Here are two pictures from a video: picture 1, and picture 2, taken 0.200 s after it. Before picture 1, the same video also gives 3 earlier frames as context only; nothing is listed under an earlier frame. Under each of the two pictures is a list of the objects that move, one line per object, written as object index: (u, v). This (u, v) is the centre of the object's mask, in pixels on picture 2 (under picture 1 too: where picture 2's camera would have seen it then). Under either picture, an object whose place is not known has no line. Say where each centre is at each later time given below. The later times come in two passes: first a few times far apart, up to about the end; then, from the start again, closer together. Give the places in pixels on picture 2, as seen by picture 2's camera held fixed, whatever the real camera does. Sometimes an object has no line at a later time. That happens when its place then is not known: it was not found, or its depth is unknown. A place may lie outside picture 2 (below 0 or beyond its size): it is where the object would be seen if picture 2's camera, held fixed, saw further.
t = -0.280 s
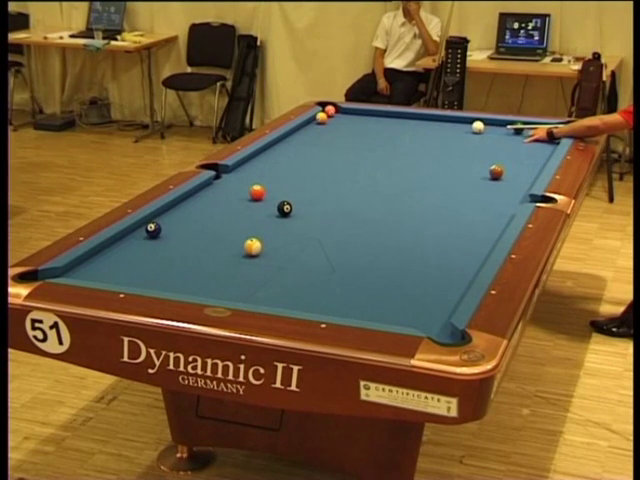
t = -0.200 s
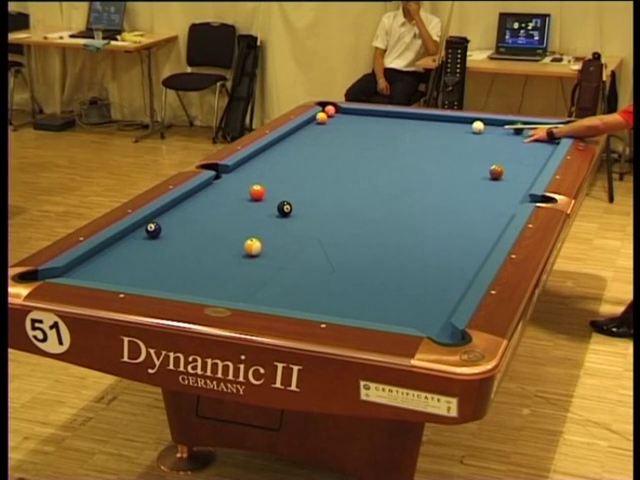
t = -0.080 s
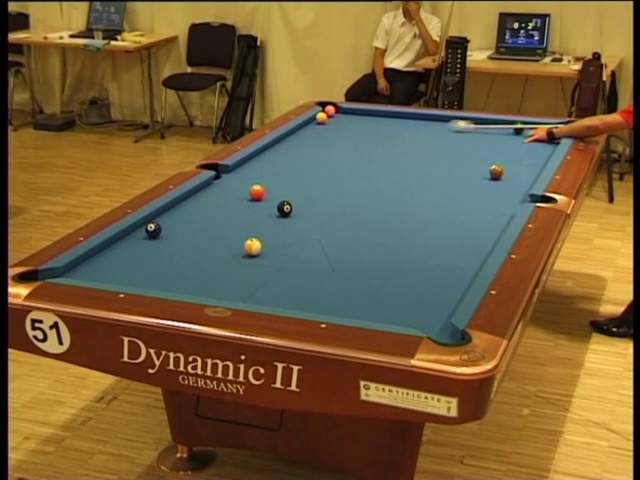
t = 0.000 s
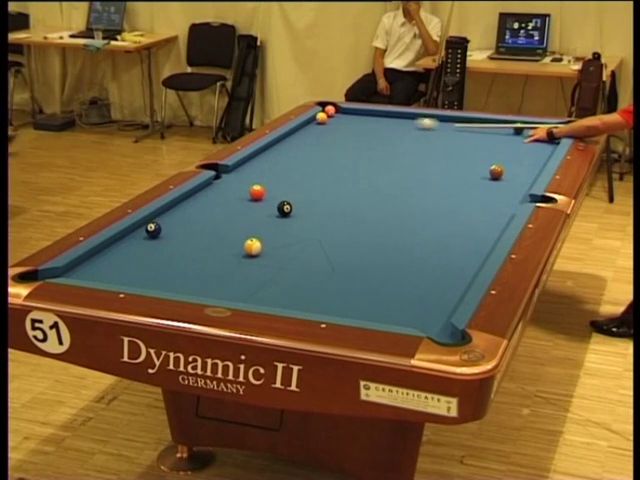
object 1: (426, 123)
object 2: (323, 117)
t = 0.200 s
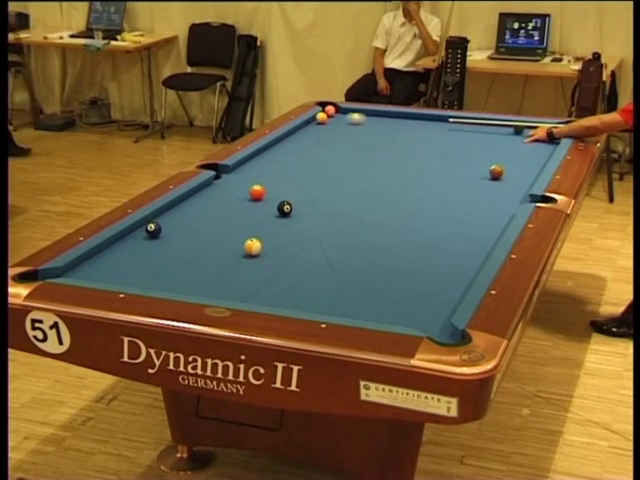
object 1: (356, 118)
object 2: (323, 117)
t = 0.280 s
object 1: (334, 116)
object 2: (322, 117)
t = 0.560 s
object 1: (356, 114)
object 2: (321, 123)
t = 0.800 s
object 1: (387, 114)
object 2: (327, 128)
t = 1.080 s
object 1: (419, 116)
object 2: (335, 133)
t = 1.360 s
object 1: (449, 120)
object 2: (342, 138)
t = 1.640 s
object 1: (480, 124)
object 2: (349, 143)
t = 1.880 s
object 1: (506, 128)
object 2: (355, 147)
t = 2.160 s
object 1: (516, 132)
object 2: (362, 152)
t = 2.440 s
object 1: (526, 136)
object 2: (368, 156)
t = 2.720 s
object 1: (535, 141)
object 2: (374, 160)
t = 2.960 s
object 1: (542, 144)
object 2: (379, 163)
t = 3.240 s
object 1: (550, 147)
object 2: (385, 167)
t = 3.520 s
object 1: (545, 150)
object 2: (390, 169)
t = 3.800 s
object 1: (538, 152)
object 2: (394, 173)
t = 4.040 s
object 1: (534, 153)
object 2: (399, 175)
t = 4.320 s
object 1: (529, 155)
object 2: (403, 177)
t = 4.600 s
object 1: (525, 156)
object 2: (406, 179)
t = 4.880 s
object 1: (521, 157)
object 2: (409, 180)
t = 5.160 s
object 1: (519, 158)
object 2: (410, 181)
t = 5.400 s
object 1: (517, 158)
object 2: (411, 182)
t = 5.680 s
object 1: (516, 158)
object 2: (412, 182)
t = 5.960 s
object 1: (516, 158)
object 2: (412, 183)
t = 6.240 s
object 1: (516, 158)
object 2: (412, 183)
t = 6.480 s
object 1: (516, 158)
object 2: (412, 182)
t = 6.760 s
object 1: (516, 158)
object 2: (412, 183)
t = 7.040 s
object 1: (516, 158)
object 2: (412, 183)
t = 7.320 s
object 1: (516, 158)
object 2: (412, 183)
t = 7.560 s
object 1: (516, 158)
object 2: (412, 182)
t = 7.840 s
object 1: (516, 158)
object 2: (412, 182)
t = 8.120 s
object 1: (516, 158)
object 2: (412, 182)
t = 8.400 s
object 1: (516, 158)
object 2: (412, 182)
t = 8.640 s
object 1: (516, 158)
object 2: (412, 182)
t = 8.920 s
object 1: (516, 158)
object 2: (412, 183)
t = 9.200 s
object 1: (516, 158)
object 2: (412, 182)
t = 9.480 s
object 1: (516, 158)
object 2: (412, 183)
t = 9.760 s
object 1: (516, 158)
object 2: (412, 183)
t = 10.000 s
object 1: (516, 158)
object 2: (412, 183)
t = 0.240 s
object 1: (344, 117)
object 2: (322, 117)
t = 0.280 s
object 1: (334, 116)
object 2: (322, 117)
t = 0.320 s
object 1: (327, 115)
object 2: (316, 118)
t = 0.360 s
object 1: (325, 114)
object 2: (316, 119)
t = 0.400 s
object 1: (333, 114)
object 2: (317, 120)
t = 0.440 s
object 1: (340, 114)
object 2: (318, 121)
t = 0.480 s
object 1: (345, 114)
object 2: (319, 122)
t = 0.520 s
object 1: (351, 114)
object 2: (320, 123)
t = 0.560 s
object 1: (356, 114)
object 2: (321, 123)
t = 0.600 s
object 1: (361, 114)
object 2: (322, 124)
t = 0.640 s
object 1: (366, 114)
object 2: (323, 125)
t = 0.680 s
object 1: (372, 114)
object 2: (325, 126)
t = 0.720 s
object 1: (377, 114)
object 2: (325, 126)
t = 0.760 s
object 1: (382, 114)
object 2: (326, 127)
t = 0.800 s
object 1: (387, 114)
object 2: (327, 128)
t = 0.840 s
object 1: (392, 114)
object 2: (329, 128)
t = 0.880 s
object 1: (397, 114)
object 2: (330, 129)
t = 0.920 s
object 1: (402, 114)
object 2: (331, 130)
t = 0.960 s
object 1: (406, 115)
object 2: (332, 131)
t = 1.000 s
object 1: (410, 115)
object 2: (333, 131)
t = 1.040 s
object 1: (415, 116)
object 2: (334, 132)
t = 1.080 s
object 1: (419, 116)
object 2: (335, 133)
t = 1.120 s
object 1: (424, 117)
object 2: (336, 134)
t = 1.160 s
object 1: (428, 118)
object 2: (337, 134)
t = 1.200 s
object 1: (432, 118)
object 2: (338, 135)
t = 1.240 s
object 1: (436, 119)
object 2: (339, 136)
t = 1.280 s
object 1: (441, 119)
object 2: (341, 137)
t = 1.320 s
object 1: (445, 120)
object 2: (342, 137)
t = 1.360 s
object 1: (449, 120)
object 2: (342, 138)
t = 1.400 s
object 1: (454, 121)
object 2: (343, 139)
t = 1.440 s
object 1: (458, 121)
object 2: (344, 139)
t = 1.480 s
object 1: (463, 122)
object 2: (345, 140)
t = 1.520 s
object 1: (467, 123)
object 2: (347, 141)
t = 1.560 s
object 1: (471, 123)
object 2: (348, 142)
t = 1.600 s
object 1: (476, 124)
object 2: (348, 142)
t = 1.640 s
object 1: (480, 124)
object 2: (349, 143)
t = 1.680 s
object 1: (484, 125)
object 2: (350, 144)
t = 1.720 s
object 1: (488, 126)
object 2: (351, 145)
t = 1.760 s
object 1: (493, 126)
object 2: (352, 145)
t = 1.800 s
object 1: (497, 127)
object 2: (353, 146)
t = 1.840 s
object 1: (502, 127)
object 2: (354, 147)
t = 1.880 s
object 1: (506, 128)
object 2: (355, 147)
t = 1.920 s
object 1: (507, 128)
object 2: (356, 148)
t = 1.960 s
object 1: (509, 129)
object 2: (357, 148)
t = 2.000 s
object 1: (510, 130)
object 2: (358, 149)
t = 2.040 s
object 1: (512, 130)
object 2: (359, 150)
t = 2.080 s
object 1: (513, 131)
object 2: (360, 150)
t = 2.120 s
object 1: (515, 131)
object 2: (361, 151)
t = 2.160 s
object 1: (516, 132)
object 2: (362, 152)
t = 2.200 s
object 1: (517, 133)
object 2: (363, 152)
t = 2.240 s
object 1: (519, 133)
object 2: (364, 153)
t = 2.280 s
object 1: (520, 134)
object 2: (365, 154)
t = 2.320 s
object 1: (521, 135)
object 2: (366, 154)
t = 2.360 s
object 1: (523, 135)
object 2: (367, 155)
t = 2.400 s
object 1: (524, 136)
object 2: (367, 155)
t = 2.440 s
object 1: (526, 136)
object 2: (368, 156)
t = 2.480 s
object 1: (527, 137)
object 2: (369, 157)
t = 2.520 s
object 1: (528, 138)
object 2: (370, 157)
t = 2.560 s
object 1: (530, 138)
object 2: (371, 158)
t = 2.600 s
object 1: (531, 139)
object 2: (371, 158)
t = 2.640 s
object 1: (532, 139)
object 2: (372, 159)
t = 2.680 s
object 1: (534, 140)
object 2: (373, 160)
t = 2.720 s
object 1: (535, 141)
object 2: (374, 160)
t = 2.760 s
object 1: (536, 141)
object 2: (375, 161)
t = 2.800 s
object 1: (537, 142)
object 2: (375, 161)
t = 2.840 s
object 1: (539, 142)
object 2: (376, 162)
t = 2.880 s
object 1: (540, 143)
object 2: (377, 162)
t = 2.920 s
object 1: (541, 143)
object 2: (378, 163)
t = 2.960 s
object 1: (542, 144)
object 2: (379, 163)
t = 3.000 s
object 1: (544, 145)
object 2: (380, 164)
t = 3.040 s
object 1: (545, 145)
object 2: (381, 164)
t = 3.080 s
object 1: (546, 146)
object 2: (381, 165)
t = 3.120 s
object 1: (547, 146)
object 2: (382, 165)
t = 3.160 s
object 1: (548, 147)
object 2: (383, 166)
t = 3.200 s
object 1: (549, 147)
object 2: (384, 166)
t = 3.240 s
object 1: (550, 147)
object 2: (385, 167)
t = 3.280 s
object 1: (550, 148)
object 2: (385, 167)
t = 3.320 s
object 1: (550, 148)
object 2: (386, 167)
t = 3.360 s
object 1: (549, 149)
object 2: (387, 168)
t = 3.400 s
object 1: (548, 149)
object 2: (388, 168)
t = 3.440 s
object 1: (547, 149)
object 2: (388, 169)
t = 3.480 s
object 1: (546, 150)
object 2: (389, 169)
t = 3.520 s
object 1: (545, 150)
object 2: (390, 169)
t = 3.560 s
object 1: (544, 150)
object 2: (391, 170)
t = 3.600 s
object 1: (543, 151)
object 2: (391, 170)
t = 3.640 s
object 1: (542, 151)
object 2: (392, 171)
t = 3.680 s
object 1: (541, 151)
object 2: (392, 171)
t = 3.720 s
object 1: (540, 151)
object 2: (393, 172)
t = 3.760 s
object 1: (539, 152)
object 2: (394, 172)
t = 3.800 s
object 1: (538, 152)
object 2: (394, 173)
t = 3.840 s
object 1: (538, 152)
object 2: (395, 173)
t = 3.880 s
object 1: (537, 152)
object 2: (396, 174)
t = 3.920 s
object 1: (536, 153)
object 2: (396, 174)
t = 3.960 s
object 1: (535, 153)
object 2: (397, 174)
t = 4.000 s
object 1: (534, 153)
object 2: (398, 175)
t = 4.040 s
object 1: (534, 153)
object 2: (399, 175)
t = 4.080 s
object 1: (533, 154)
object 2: (399, 175)
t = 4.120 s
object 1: (532, 154)
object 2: (400, 176)
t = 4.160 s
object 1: (531, 154)
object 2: (400, 176)
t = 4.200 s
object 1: (531, 154)
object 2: (401, 176)
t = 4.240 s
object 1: (530, 155)
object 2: (402, 176)
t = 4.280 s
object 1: (529, 155)
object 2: (402, 177)
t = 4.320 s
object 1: (529, 155)
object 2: (403, 177)
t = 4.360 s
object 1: (528, 155)
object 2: (403, 177)
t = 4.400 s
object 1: (528, 155)
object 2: (404, 177)
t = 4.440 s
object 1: (527, 155)
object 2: (404, 178)
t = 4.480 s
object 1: (526, 156)
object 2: (405, 178)
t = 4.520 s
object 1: (526, 156)
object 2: (405, 178)
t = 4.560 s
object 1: (525, 156)
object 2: (406, 179)
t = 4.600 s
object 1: (525, 156)
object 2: (406, 179)
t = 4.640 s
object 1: (524, 156)
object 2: (407, 179)
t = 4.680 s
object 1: (524, 156)
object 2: (407, 179)
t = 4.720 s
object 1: (523, 156)
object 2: (407, 179)
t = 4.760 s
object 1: (523, 157)
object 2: (408, 179)
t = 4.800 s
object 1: (522, 157)
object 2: (408, 179)
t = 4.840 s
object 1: (522, 157)
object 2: (408, 180)
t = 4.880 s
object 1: (521, 157)
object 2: (409, 180)
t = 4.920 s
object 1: (521, 157)
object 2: (409, 180)
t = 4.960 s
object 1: (520, 157)
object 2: (409, 180)
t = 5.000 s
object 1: (520, 157)
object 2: (410, 181)
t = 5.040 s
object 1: (520, 157)
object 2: (410, 181)
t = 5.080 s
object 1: (519, 158)
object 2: (410, 181)
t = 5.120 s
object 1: (519, 157)
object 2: (410, 181)
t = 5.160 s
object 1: (519, 158)
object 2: (410, 181)
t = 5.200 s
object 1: (518, 158)
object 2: (410, 182)
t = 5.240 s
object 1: (518, 158)
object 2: (411, 182)
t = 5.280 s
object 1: (518, 158)
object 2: (411, 182)
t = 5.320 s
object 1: (518, 158)
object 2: (411, 181)
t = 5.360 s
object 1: (517, 158)
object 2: (411, 182)
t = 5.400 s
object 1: (517, 158)
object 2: (411, 182)
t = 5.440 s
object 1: (517, 158)
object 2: (411, 182)
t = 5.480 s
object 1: (517, 158)
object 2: (411, 182)
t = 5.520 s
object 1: (516, 158)
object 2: (411, 182)
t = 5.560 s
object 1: (516, 158)
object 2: (411, 182)
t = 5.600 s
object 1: (516, 158)
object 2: (411, 182)
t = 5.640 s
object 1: (516, 158)
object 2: (412, 182)
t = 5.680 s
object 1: (516, 158)
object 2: (412, 182)
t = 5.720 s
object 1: (516, 158)
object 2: (412, 183)
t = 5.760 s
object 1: (516, 158)
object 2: (412, 183)
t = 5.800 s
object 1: (516, 158)
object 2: (412, 183)
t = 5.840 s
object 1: (516, 158)
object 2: (412, 183)
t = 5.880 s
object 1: (516, 158)
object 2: (412, 183)
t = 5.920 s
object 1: (516, 158)
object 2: (412, 183)
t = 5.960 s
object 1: (516, 158)
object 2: (412, 183)
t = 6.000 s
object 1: (516, 158)
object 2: (412, 183)
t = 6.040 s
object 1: (516, 158)
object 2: (412, 183)
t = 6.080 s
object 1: (516, 158)
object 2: (412, 183)
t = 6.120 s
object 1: (516, 158)
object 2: (412, 183)
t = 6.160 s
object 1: (516, 158)
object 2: (412, 183)
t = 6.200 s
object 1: (516, 158)
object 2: (412, 183)
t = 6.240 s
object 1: (516, 158)
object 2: (412, 183)
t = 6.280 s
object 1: (516, 158)
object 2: (412, 183)
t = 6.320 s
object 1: (516, 158)
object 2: (412, 183)
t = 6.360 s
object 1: (516, 158)
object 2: (412, 183)
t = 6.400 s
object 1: (516, 158)
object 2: (412, 183)
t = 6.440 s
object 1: (516, 158)
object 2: (412, 183)
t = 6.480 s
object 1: (516, 158)
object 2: (412, 182)
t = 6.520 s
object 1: (516, 158)
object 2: (412, 182)
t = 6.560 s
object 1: (516, 158)
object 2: (412, 183)
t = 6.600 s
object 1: (516, 158)
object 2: (412, 183)
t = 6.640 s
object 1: (516, 158)
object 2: (412, 183)
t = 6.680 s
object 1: (516, 158)
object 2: (412, 183)
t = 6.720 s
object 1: (516, 158)
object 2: (412, 183)
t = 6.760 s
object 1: (516, 158)
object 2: (412, 183)
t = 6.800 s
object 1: (516, 158)
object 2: (412, 183)
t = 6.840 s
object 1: (516, 158)
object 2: (412, 183)
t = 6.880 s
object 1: (516, 158)
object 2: (412, 183)
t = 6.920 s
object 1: (516, 158)
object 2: (412, 183)
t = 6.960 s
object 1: (516, 158)
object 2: (412, 183)
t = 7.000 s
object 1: (516, 158)
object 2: (412, 183)
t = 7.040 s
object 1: (516, 158)
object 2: (412, 183)
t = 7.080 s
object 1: (516, 158)
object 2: (412, 183)
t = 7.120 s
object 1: (516, 158)
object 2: (412, 183)
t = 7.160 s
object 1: (516, 158)
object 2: (412, 183)
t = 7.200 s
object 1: (516, 158)
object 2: (412, 182)
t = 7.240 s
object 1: (516, 158)
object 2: (412, 183)
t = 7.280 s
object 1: (516, 158)
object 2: (412, 182)
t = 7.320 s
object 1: (516, 158)
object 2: (412, 183)
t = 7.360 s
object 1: (516, 158)
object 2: (412, 183)
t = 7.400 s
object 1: (516, 158)
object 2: (412, 183)
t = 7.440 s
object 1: (516, 158)
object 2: (412, 183)
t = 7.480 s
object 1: (516, 158)
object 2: (412, 183)
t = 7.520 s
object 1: (516, 158)
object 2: (412, 182)
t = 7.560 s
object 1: (516, 158)
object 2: (412, 182)
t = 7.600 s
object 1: (516, 158)
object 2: (412, 182)
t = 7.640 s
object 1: (516, 158)
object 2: (412, 182)
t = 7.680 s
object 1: (516, 158)
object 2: (412, 182)
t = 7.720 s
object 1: (516, 158)
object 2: (412, 182)
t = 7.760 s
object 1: (516, 158)
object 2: (412, 182)
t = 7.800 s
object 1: (516, 158)
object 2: (412, 182)
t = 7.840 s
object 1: (516, 158)
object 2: (412, 182)
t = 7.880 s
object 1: (516, 158)
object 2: (412, 182)
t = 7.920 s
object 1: (516, 158)
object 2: (412, 182)
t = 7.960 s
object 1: (516, 158)
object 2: (412, 182)
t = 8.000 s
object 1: (516, 158)
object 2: (412, 182)
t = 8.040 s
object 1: (516, 158)
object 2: (412, 182)
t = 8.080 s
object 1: (516, 158)
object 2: (412, 182)
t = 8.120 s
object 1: (516, 158)
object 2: (412, 182)
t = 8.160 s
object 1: (516, 158)
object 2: (412, 182)
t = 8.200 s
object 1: (516, 158)
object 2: (412, 182)
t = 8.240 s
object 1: (516, 158)
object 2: (412, 182)
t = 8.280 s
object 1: (516, 158)
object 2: (412, 182)
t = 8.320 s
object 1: (516, 158)
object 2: (412, 182)
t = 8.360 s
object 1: (516, 158)
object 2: (412, 182)
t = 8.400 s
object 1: (516, 158)
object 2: (412, 182)
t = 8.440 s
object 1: (516, 158)
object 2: (412, 182)
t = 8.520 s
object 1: (516, 158)
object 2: (412, 182)
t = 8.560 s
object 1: (516, 158)
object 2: (412, 182)
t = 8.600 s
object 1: (516, 158)
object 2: (412, 182)
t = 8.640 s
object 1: (516, 158)
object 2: (412, 182)
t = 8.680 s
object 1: (516, 158)
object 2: (412, 182)
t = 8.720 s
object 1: (516, 158)
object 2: (412, 182)
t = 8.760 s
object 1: (516, 158)
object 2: (412, 183)
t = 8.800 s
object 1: (516, 158)
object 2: (412, 183)
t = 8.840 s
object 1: (516, 158)
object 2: (412, 183)
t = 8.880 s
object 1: (516, 158)
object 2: (412, 183)
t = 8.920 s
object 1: (516, 158)
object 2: (412, 183)
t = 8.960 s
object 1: (516, 158)
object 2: (412, 183)
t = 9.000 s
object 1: (516, 158)
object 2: (412, 182)
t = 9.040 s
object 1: (516, 158)
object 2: (412, 183)
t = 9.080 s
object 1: (516, 158)
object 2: (412, 183)
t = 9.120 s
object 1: (516, 158)
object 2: (412, 183)
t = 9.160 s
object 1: (516, 158)
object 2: (412, 183)
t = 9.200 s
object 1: (516, 158)
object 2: (412, 182)
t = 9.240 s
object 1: (516, 158)
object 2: (412, 183)
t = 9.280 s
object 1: (516, 158)
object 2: (412, 183)
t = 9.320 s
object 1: (516, 158)
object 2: (412, 183)
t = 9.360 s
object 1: (516, 158)
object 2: (412, 183)
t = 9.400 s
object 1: (516, 158)
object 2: (412, 183)
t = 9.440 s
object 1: (516, 158)
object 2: (412, 183)
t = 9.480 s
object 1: (516, 158)
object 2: (412, 183)
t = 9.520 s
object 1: (516, 158)
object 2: (412, 183)
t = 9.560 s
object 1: (516, 158)
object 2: (412, 183)
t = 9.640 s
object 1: (516, 158)
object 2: (412, 183)
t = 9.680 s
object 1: (516, 158)
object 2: (412, 183)
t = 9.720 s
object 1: (516, 158)
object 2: (412, 183)
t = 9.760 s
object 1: (516, 158)
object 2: (412, 183)
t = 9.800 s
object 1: (516, 158)
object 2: (412, 183)
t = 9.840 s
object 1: (516, 158)
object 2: (412, 183)
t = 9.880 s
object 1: (516, 158)
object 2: (412, 182)
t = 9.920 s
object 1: (516, 158)
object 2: (412, 183)
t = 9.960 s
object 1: (516, 158)
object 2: (412, 183)
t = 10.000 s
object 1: (516, 158)
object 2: (412, 183)
